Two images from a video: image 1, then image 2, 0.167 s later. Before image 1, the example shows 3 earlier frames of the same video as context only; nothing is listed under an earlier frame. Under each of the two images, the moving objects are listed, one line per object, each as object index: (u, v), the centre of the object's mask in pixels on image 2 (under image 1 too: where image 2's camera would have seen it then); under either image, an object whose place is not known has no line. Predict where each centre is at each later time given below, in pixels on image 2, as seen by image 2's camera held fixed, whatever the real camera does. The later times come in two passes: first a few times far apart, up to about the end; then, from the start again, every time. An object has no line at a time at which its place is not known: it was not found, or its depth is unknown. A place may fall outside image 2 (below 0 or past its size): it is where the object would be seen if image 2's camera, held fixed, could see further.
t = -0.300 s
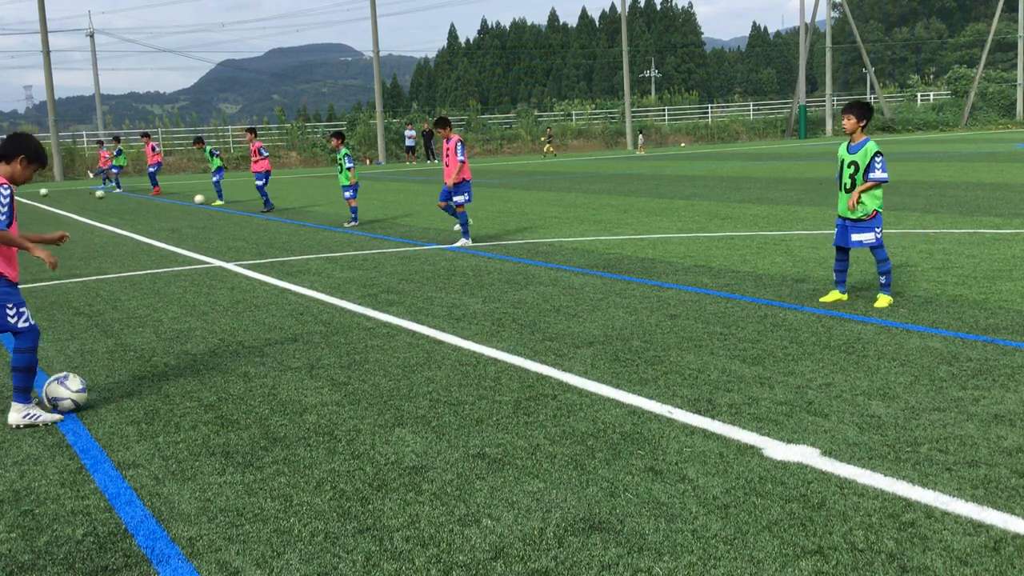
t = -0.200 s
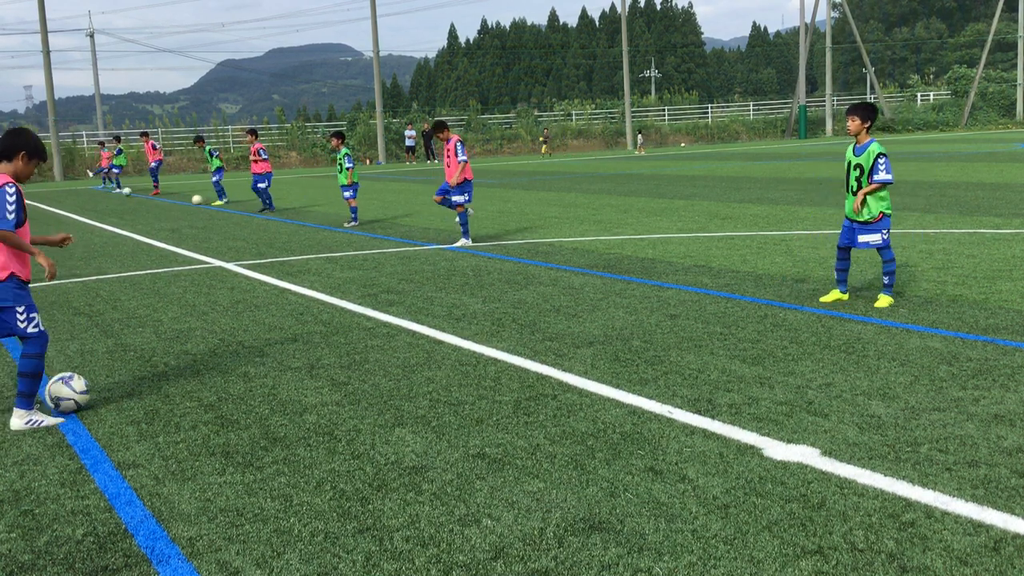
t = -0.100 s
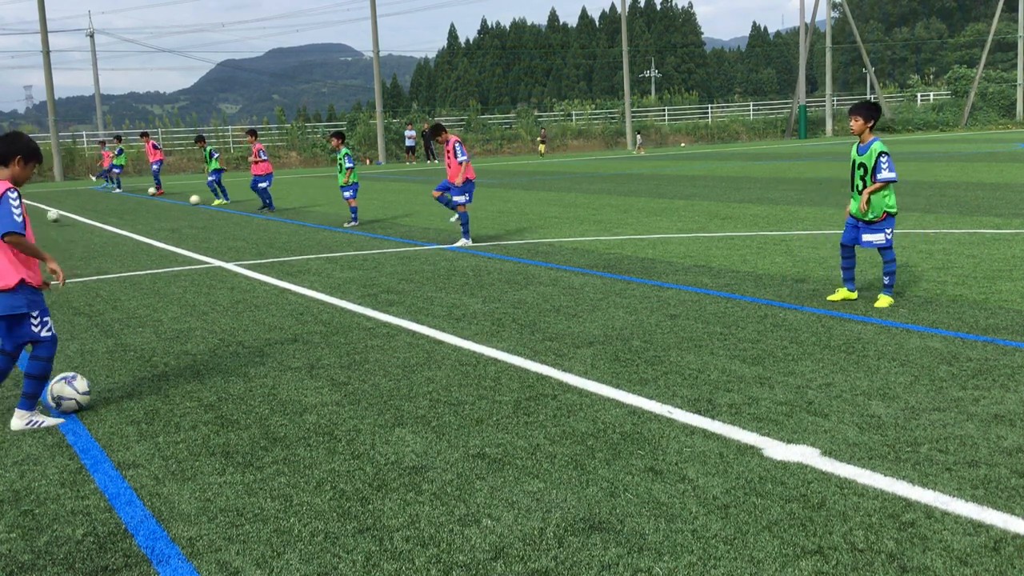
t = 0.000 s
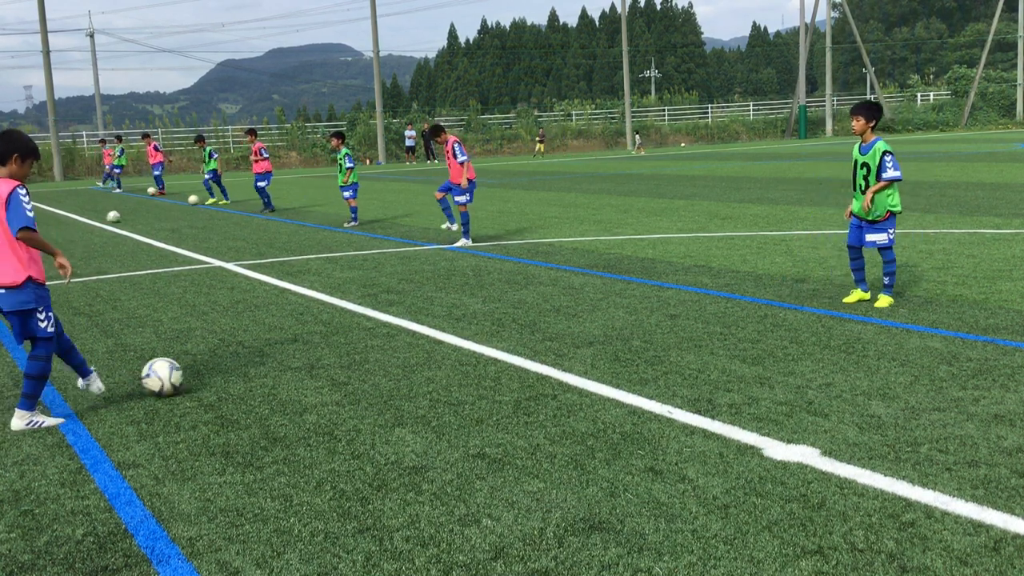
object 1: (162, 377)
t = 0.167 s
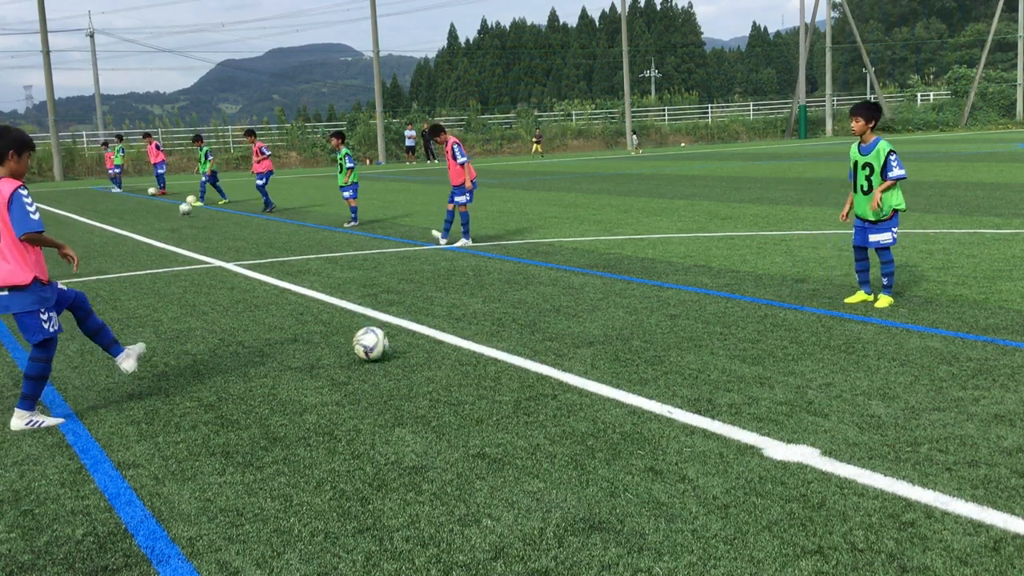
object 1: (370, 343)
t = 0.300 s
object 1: (489, 325)
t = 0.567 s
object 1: (655, 301)
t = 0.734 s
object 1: (738, 288)
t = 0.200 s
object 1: (404, 340)
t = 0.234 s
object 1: (436, 336)
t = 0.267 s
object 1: (463, 330)
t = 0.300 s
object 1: (489, 325)
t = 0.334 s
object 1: (514, 322)
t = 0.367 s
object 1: (538, 319)
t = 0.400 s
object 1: (561, 316)
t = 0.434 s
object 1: (581, 310)
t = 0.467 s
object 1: (600, 305)
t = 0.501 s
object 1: (619, 301)
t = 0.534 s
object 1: (638, 301)
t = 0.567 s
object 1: (655, 301)
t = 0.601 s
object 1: (674, 298)
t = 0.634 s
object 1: (690, 294)
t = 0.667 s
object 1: (706, 292)
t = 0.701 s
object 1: (722, 291)
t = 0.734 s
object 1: (738, 288)
